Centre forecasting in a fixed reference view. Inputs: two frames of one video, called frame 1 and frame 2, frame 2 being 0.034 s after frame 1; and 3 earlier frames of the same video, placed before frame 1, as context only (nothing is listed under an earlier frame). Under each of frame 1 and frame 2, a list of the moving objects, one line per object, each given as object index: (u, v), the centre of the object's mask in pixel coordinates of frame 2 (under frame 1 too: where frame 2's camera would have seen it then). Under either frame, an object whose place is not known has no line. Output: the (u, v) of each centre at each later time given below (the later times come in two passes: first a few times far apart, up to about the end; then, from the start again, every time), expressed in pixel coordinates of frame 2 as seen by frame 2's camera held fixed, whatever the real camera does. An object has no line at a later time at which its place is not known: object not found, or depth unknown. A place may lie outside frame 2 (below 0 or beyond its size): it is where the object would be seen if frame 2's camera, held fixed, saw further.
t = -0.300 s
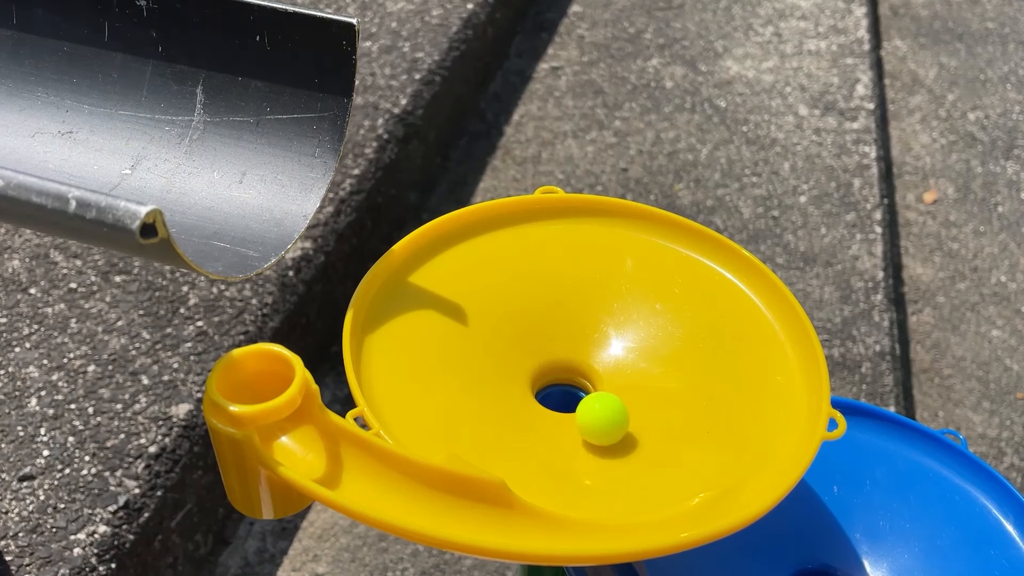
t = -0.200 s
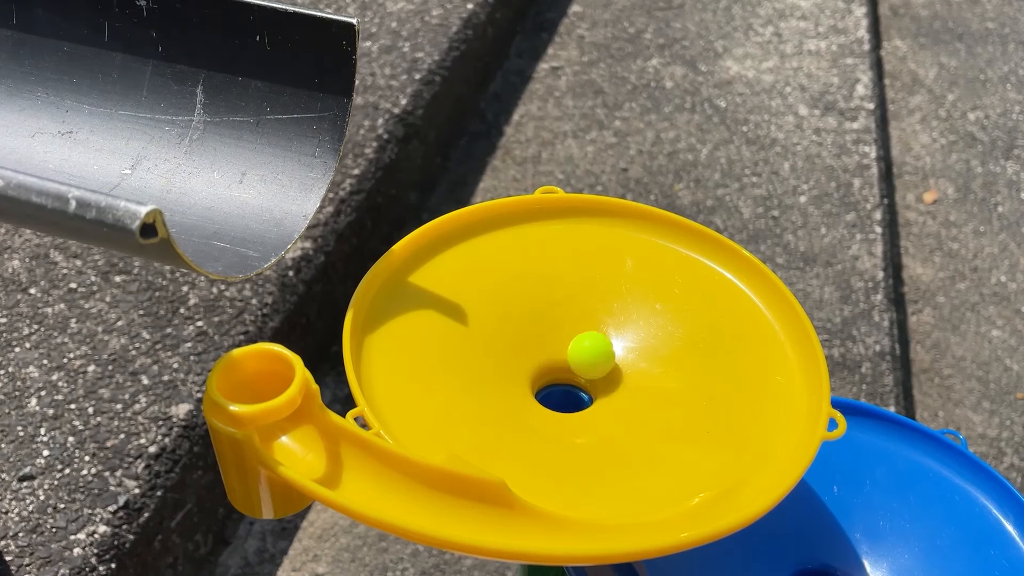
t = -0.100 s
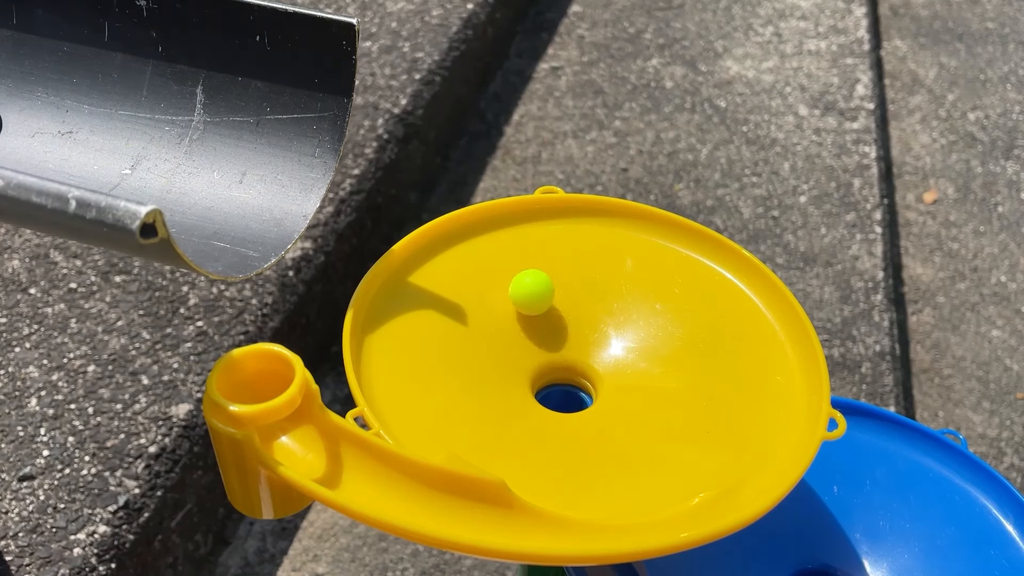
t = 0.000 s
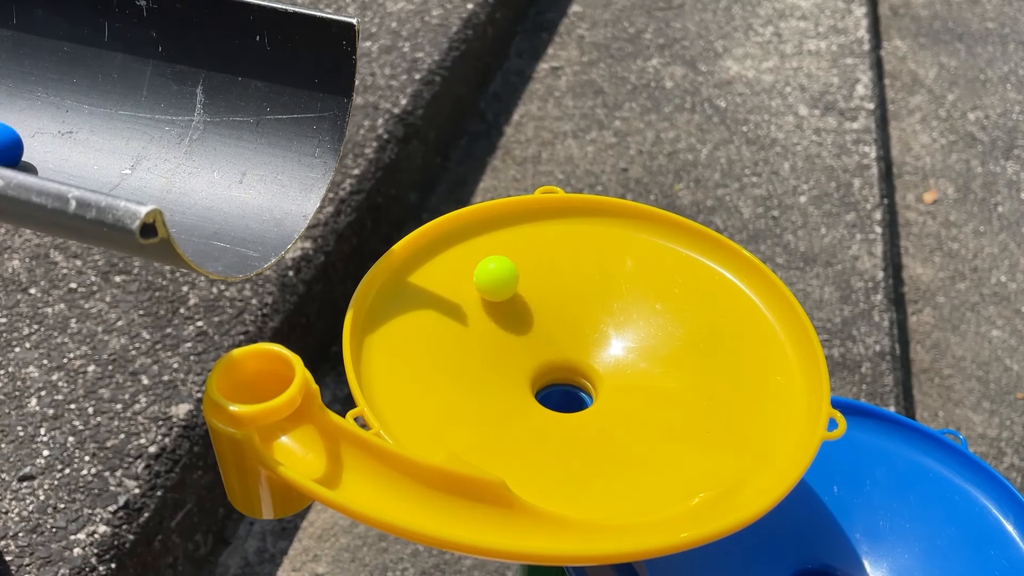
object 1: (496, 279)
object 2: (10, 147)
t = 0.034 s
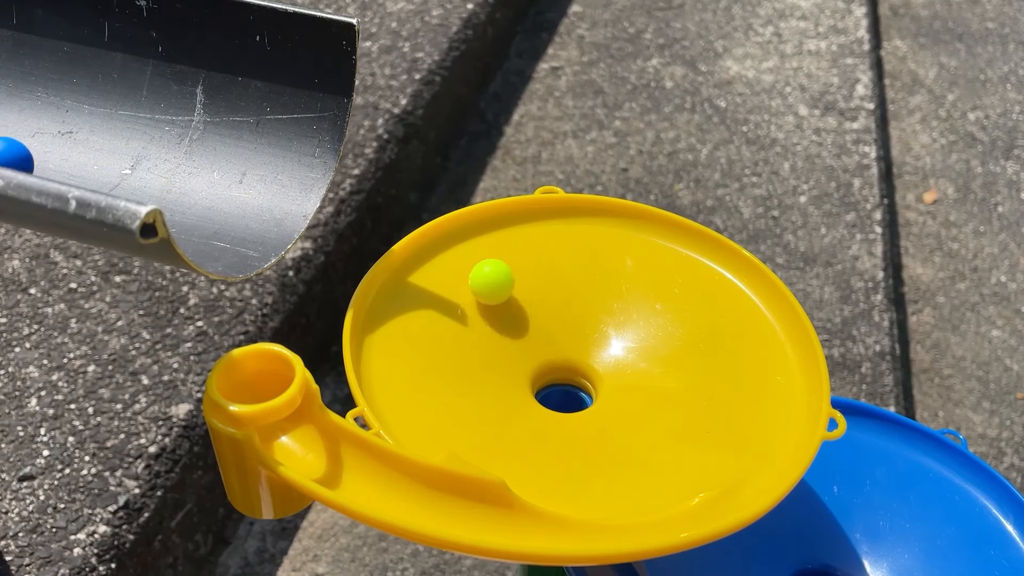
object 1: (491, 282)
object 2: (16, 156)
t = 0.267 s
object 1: (556, 385)
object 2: (232, 194)
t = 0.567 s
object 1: (565, 397)
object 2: (666, 362)
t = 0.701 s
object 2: (788, 397)
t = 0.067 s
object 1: (491, 289)
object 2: (22, 162)
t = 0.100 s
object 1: (495, 300)
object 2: (40, 169)
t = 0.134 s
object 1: (504, 316)
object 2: (67, 176)
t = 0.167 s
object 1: (519, 337)
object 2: (102, 183)
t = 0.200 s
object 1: (541, 364)
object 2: (144, 190)
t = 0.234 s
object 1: (572, 390)
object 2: (187, 198)
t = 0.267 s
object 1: (556, 385)
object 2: (232, 194)
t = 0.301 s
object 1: (569, 386)
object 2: (275, 188)
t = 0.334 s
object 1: (568, 390)
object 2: (314, 184)
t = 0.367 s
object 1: (563, 383)
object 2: (354, 199)
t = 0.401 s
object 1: (569, 392)
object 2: (396, 240)
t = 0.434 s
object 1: (565, 396)
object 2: (439, 295)
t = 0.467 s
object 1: (564, 396)
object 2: (493, 307)
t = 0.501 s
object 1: (561, 396)
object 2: (549, 333)
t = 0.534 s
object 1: (564, 394)
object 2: (609, 352)
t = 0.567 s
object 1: (565, 397)
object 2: (666, 362)
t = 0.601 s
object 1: (562, 399)
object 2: (719, 375)
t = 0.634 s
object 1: (562, 405)
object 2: (770, 390)
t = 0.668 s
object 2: (794, 391)
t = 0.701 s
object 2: (788, 397)
